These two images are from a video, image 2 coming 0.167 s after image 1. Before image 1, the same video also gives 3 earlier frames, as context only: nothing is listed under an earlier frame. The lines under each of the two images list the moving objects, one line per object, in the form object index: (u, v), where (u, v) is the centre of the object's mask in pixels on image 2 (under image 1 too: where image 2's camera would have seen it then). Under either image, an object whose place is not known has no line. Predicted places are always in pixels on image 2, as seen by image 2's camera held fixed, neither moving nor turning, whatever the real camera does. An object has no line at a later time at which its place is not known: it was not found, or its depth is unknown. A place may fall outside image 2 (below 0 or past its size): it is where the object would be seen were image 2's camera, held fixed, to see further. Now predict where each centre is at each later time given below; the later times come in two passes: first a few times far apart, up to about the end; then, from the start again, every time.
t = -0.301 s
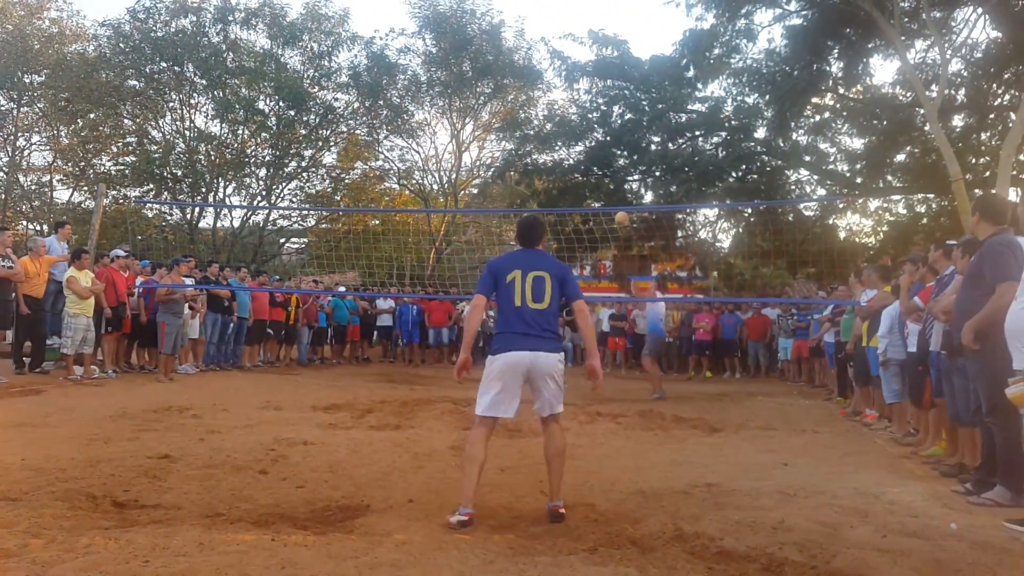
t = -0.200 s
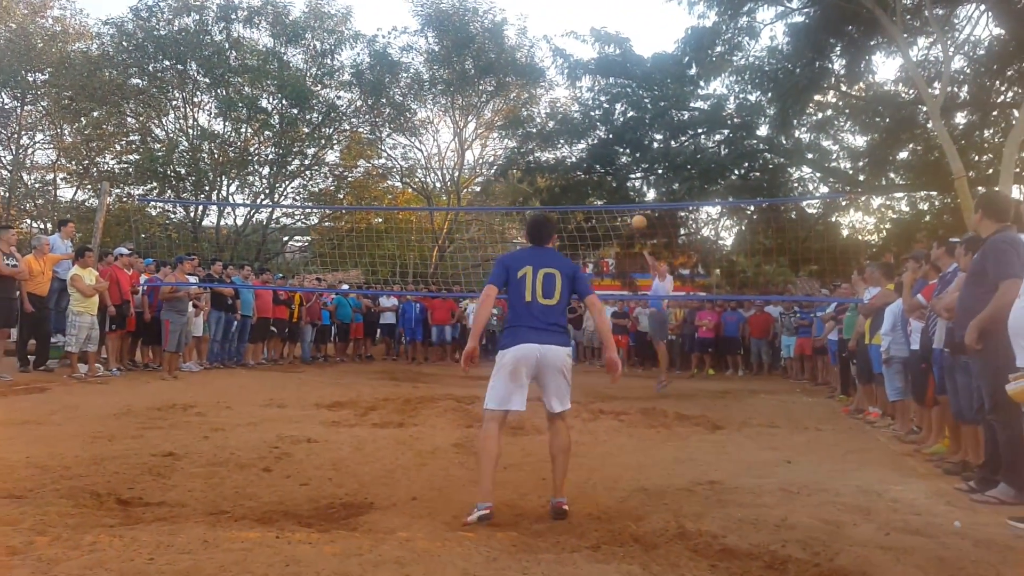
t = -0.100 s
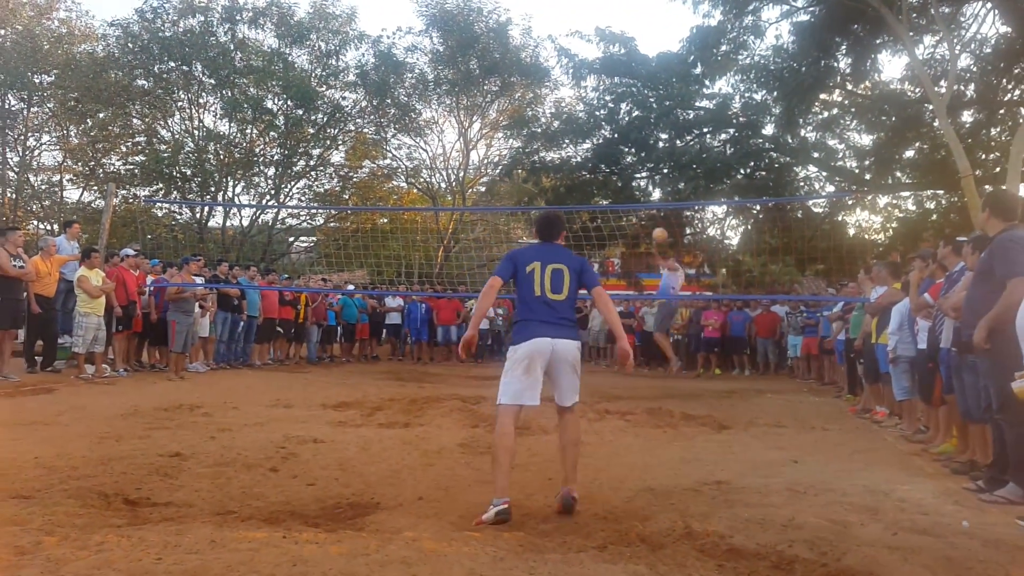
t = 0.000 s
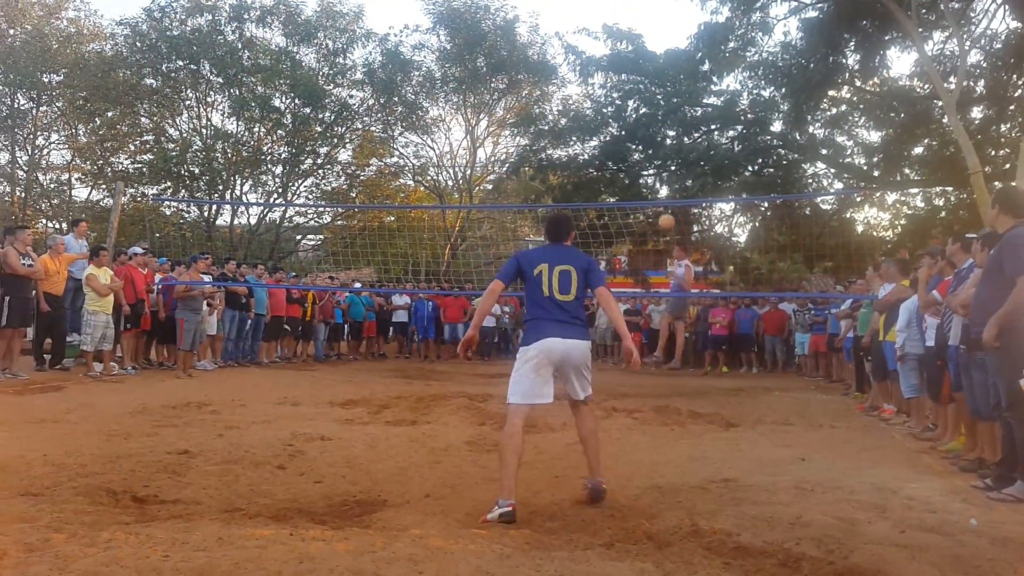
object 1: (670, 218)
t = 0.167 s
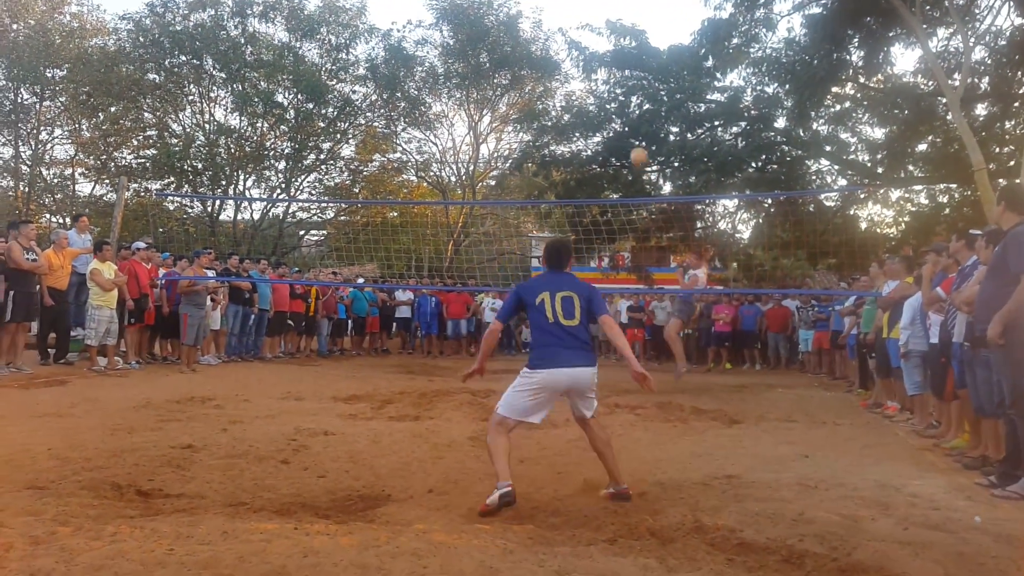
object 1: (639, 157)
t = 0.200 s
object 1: (632, 145)
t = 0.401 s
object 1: (584, 85)
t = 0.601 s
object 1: (518, 41)
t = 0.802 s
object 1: (418, 30)
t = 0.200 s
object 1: (632, 145)
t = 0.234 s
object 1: (625, 134)
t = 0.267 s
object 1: (618, 124)
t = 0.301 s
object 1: (610, 113)
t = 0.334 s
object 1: (602, 104)
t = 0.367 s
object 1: (593, 95)
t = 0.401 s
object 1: (584, 85)
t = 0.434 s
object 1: (575, 76)
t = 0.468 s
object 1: (564, 68)
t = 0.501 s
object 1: (553, 60)
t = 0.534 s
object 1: (542, 53)
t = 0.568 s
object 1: (531, 47)
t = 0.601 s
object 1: (518, 41)
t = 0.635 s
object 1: (504, 37)
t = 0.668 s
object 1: (489, 33)
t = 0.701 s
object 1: (473, 29)
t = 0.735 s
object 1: (457, 28)
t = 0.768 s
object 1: (439, 28)
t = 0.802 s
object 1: (418, 30)
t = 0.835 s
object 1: (397, 32)
